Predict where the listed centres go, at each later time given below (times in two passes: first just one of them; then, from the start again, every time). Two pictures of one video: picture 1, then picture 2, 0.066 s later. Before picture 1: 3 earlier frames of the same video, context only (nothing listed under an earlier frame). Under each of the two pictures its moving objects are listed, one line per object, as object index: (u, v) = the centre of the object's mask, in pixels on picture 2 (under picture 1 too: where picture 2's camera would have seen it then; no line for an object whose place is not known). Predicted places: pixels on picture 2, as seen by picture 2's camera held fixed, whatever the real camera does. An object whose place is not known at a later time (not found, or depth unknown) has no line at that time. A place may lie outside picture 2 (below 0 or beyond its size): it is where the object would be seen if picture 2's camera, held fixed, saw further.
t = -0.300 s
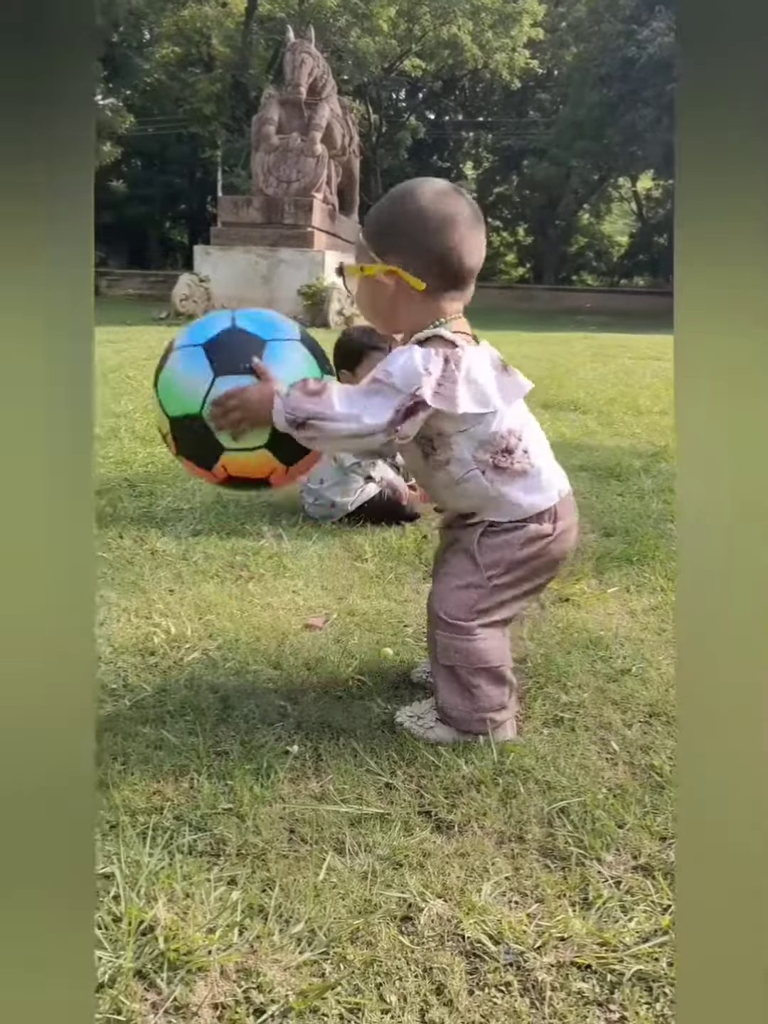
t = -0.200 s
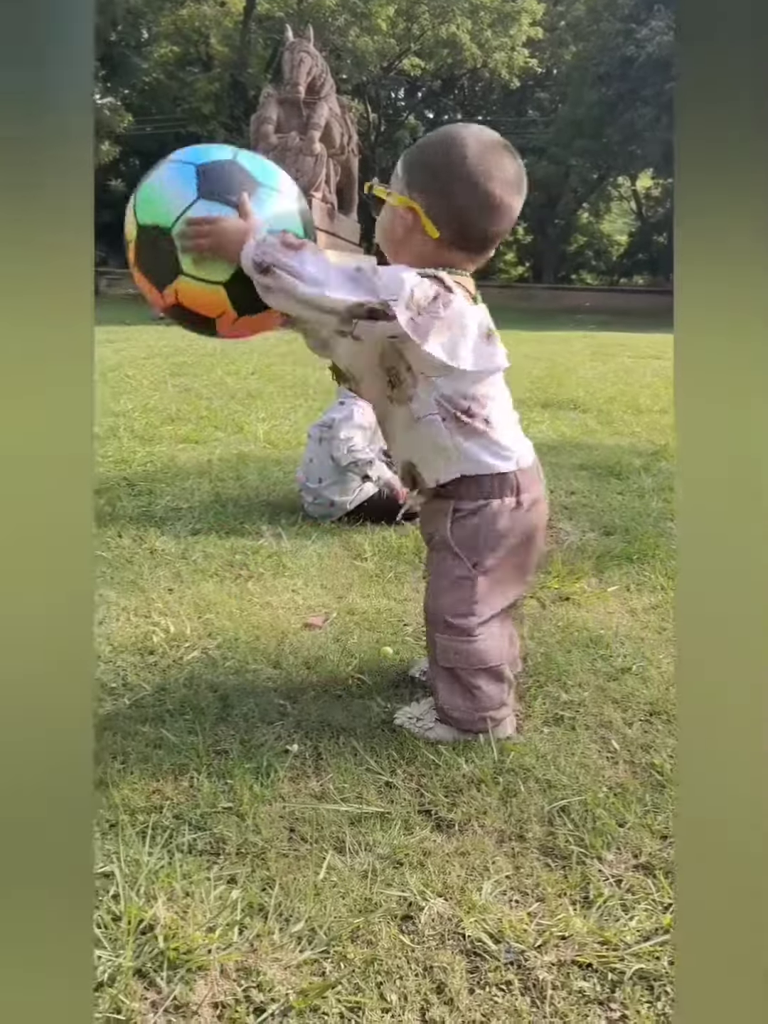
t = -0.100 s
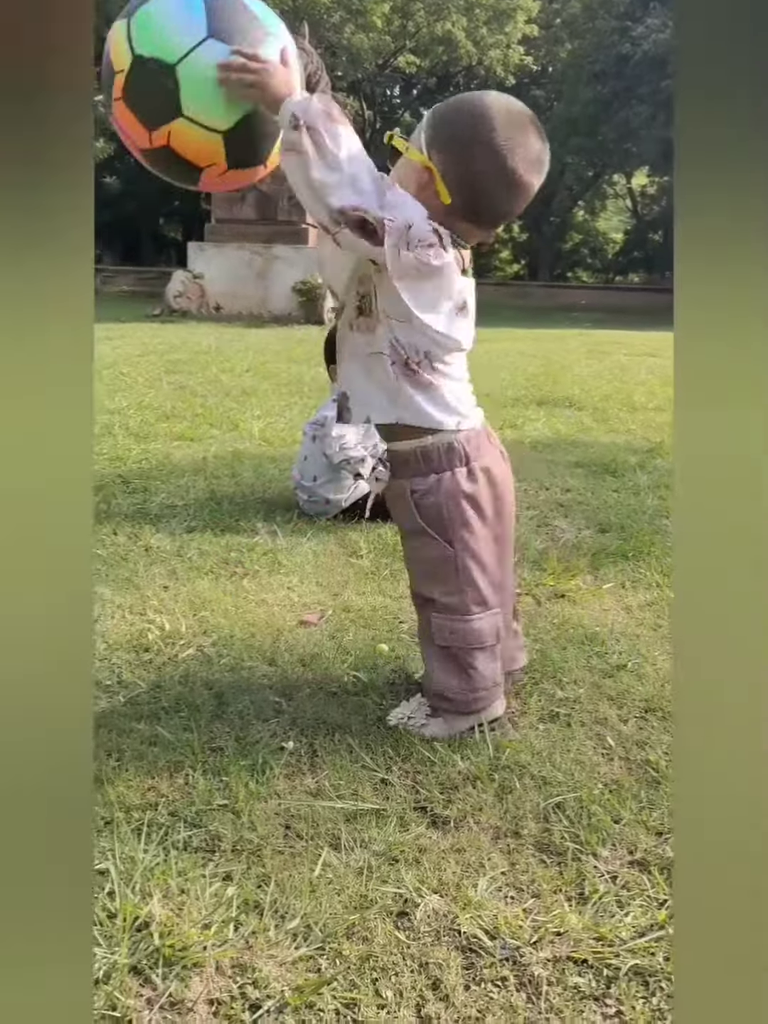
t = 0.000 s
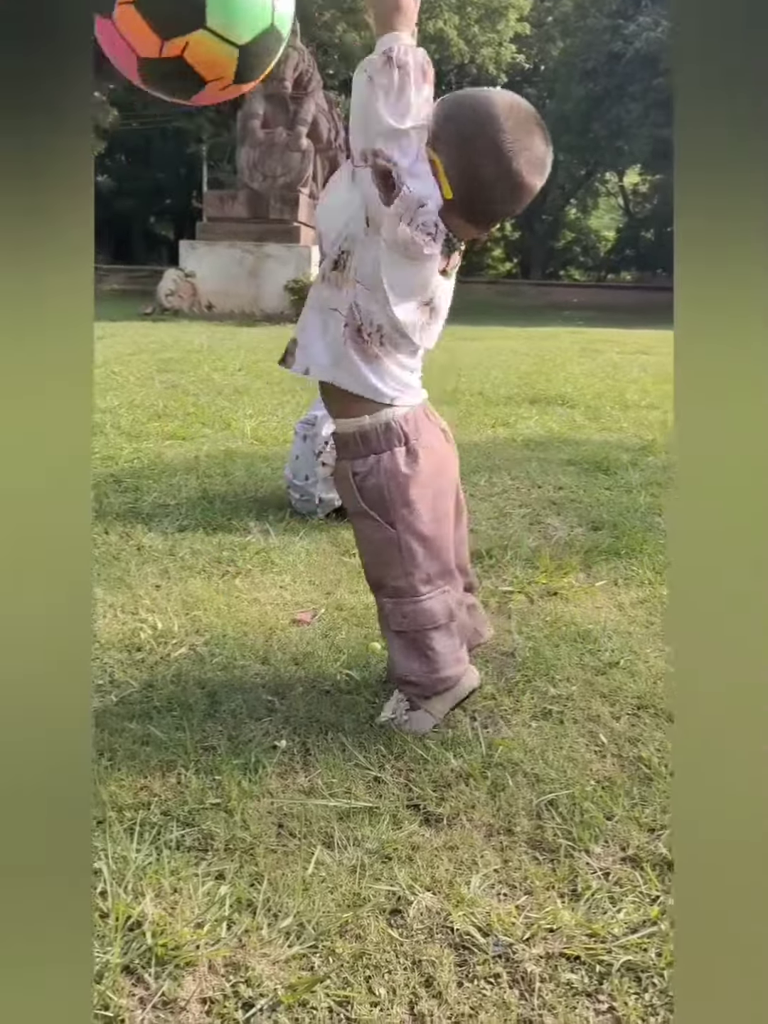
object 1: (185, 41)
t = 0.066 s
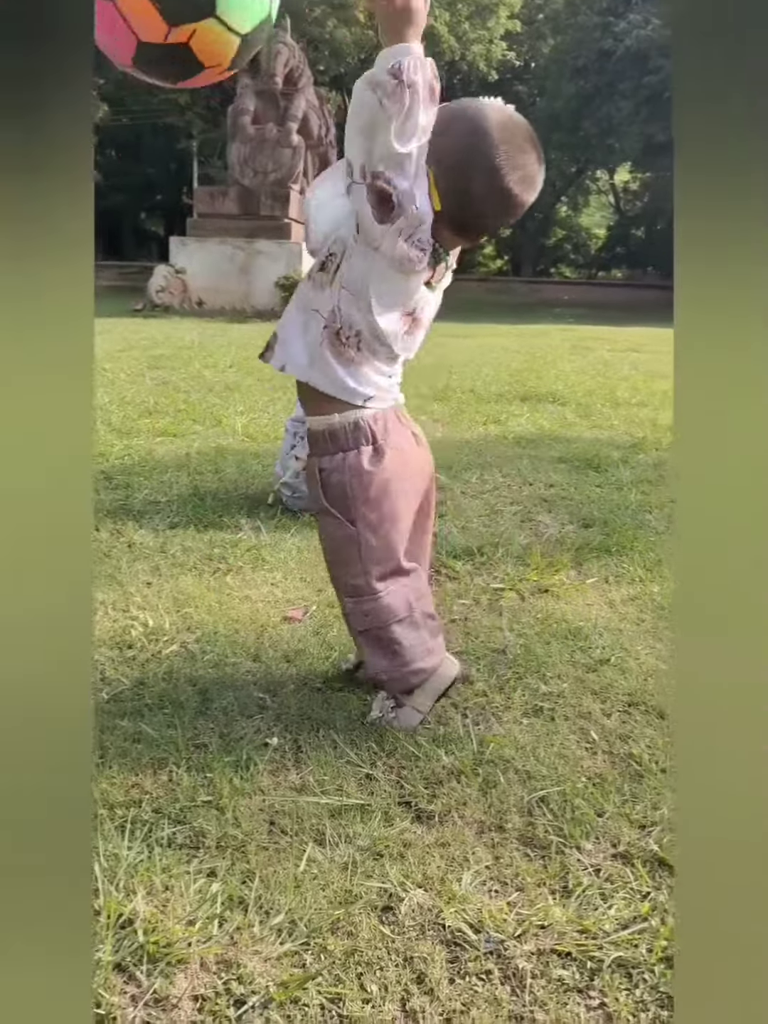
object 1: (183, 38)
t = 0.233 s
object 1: (177, 104)
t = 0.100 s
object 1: (182, 44)
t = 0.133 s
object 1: (184, 52)
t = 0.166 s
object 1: (185, 63)
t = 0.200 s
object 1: (183, 79)
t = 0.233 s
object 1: (177, 104)
